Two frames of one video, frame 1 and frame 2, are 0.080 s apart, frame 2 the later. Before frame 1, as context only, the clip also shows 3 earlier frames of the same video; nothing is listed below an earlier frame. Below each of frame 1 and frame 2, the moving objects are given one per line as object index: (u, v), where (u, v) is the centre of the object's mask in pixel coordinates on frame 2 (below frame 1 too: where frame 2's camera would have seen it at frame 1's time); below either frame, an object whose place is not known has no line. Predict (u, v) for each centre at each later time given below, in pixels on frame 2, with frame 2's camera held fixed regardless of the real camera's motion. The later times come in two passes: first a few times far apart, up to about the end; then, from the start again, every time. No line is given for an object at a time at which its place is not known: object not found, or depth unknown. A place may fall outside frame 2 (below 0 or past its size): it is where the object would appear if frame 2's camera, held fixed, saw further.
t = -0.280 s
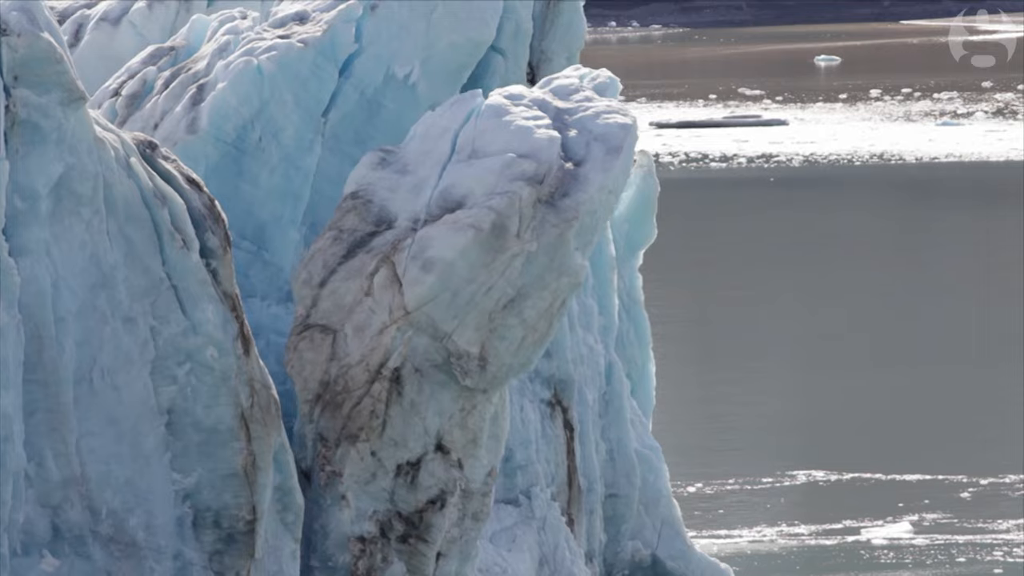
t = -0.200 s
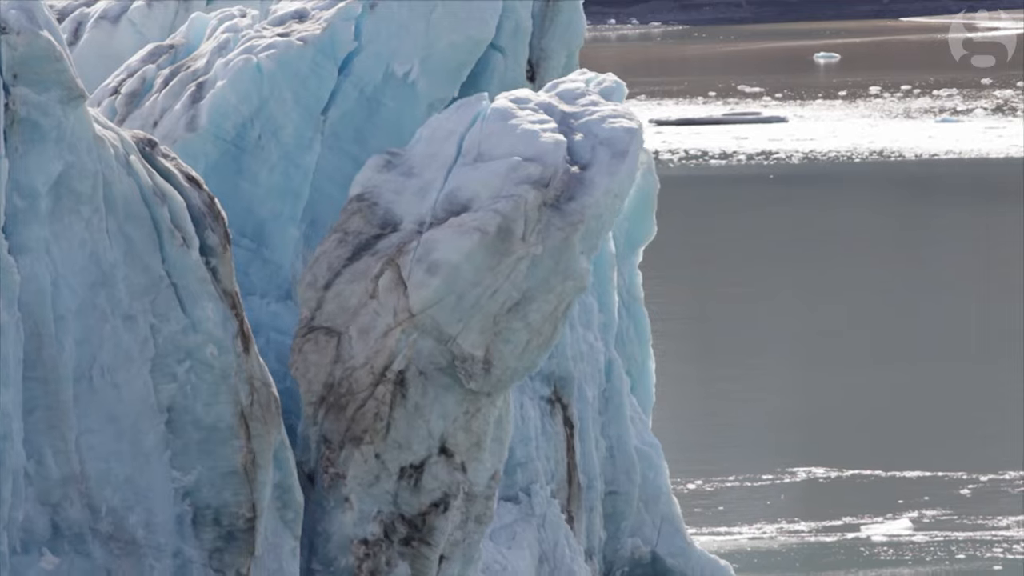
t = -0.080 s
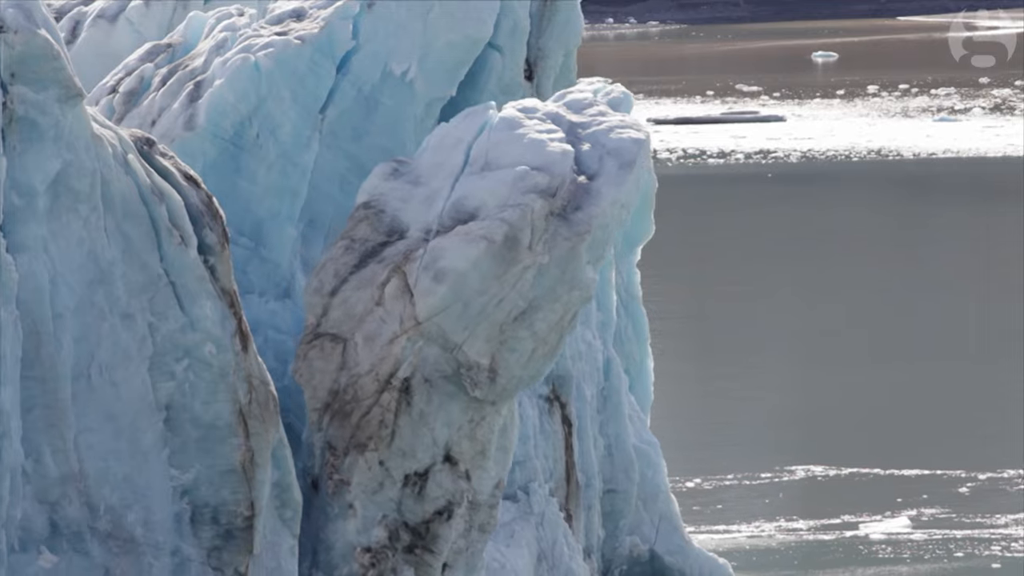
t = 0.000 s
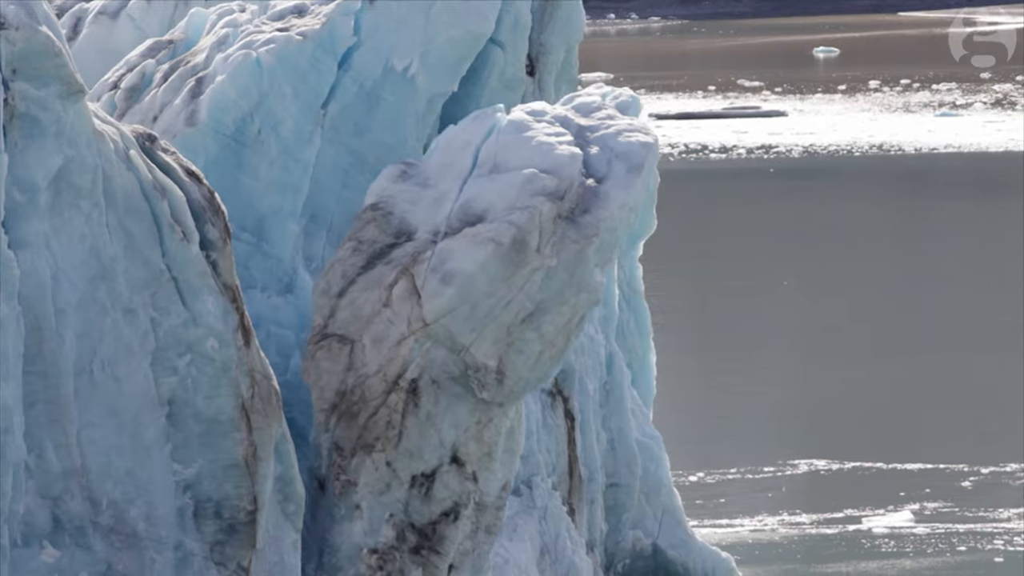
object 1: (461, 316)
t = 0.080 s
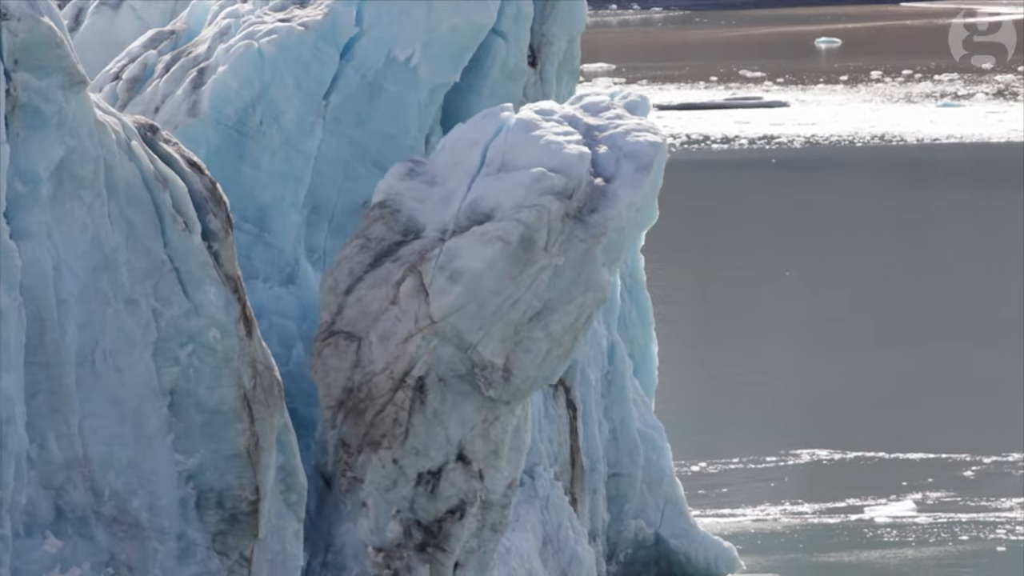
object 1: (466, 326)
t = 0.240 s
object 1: (474, 351)
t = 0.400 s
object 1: (487, 366)
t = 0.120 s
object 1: (467, 333)
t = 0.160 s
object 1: (469, 340)
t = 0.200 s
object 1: (471, 346)
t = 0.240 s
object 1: (474, 351)
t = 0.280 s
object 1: (476, 356)
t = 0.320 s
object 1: (479, 360)
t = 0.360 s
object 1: (484, 361)
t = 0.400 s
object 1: (487, 366)
